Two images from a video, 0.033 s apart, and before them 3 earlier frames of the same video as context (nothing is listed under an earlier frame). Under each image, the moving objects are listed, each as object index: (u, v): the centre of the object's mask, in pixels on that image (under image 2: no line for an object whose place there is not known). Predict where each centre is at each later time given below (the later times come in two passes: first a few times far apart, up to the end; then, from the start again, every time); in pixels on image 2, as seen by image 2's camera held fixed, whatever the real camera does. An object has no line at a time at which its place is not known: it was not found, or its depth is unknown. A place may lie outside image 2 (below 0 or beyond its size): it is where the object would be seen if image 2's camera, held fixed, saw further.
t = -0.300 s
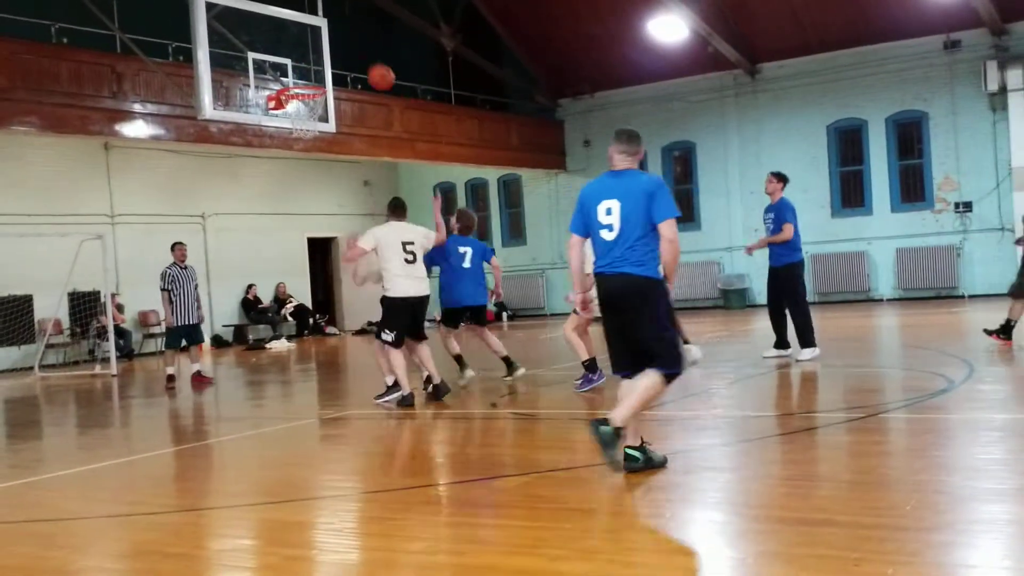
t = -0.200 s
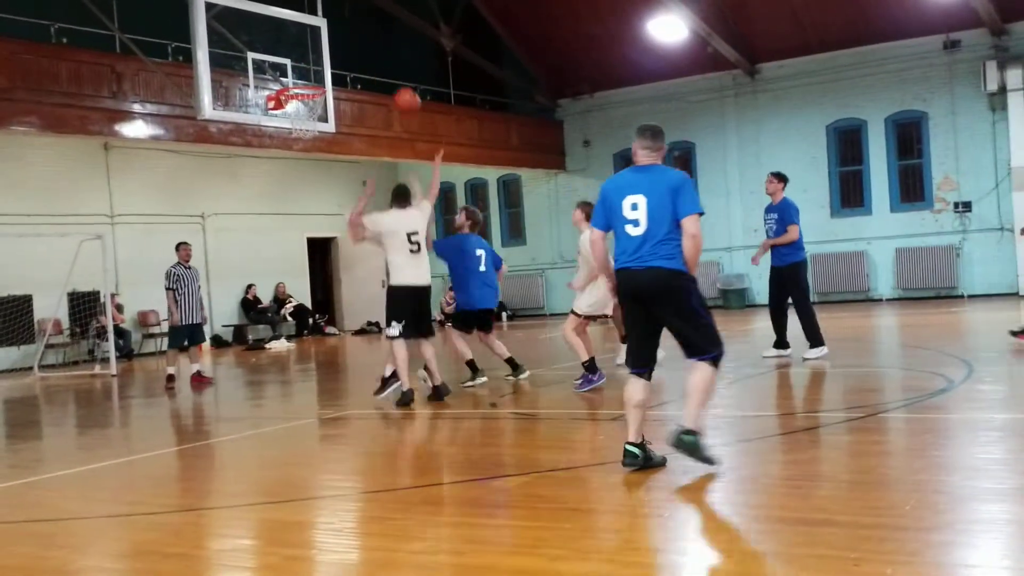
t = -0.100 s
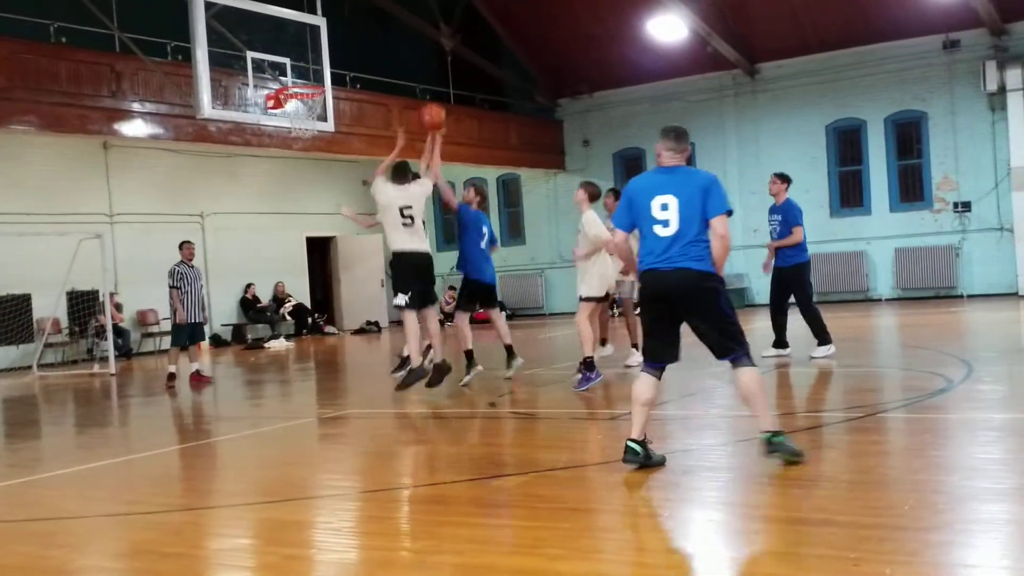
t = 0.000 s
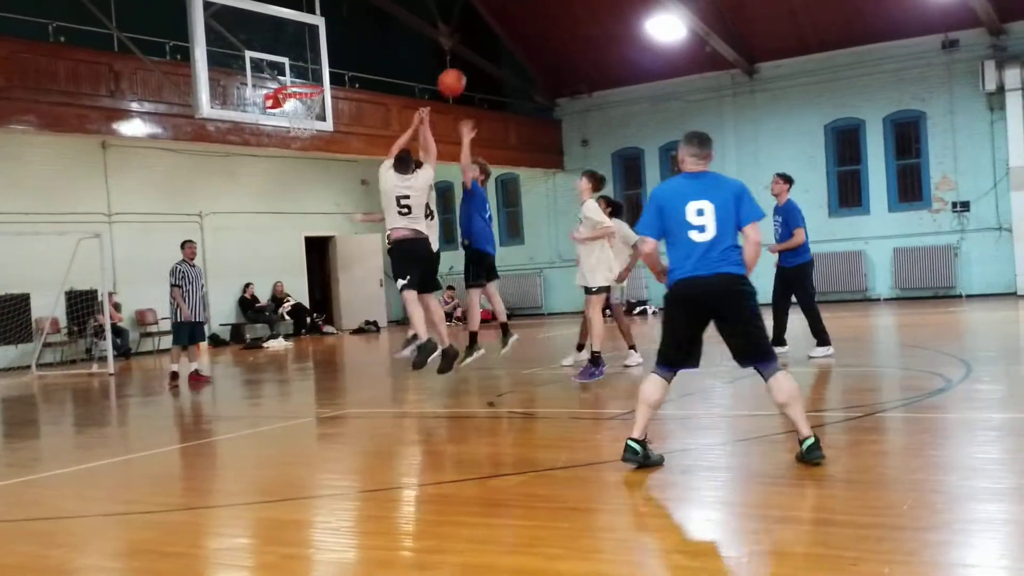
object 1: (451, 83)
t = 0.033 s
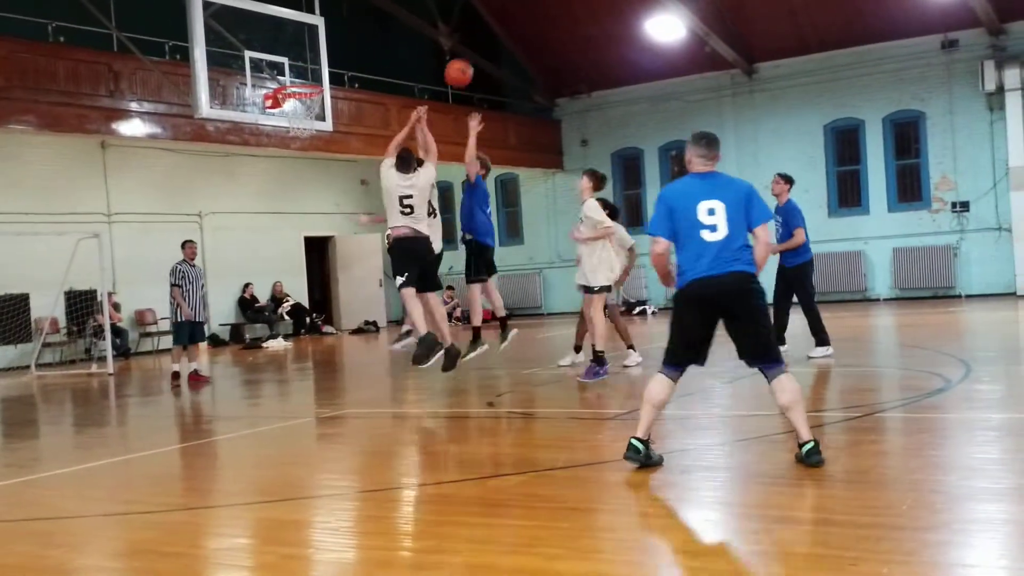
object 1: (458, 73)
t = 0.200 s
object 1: (499, 42)
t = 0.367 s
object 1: (548, 42)
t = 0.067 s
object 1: (466, 65)
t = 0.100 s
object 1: (474, 58)
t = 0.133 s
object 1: (482, 51)
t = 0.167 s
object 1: (491, 46)
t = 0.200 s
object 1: (499, 42)
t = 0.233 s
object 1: (509, 40)
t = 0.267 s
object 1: (518, 38)
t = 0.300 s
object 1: (527, 38)
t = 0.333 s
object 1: (538, 39)
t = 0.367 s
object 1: (548, 42)
